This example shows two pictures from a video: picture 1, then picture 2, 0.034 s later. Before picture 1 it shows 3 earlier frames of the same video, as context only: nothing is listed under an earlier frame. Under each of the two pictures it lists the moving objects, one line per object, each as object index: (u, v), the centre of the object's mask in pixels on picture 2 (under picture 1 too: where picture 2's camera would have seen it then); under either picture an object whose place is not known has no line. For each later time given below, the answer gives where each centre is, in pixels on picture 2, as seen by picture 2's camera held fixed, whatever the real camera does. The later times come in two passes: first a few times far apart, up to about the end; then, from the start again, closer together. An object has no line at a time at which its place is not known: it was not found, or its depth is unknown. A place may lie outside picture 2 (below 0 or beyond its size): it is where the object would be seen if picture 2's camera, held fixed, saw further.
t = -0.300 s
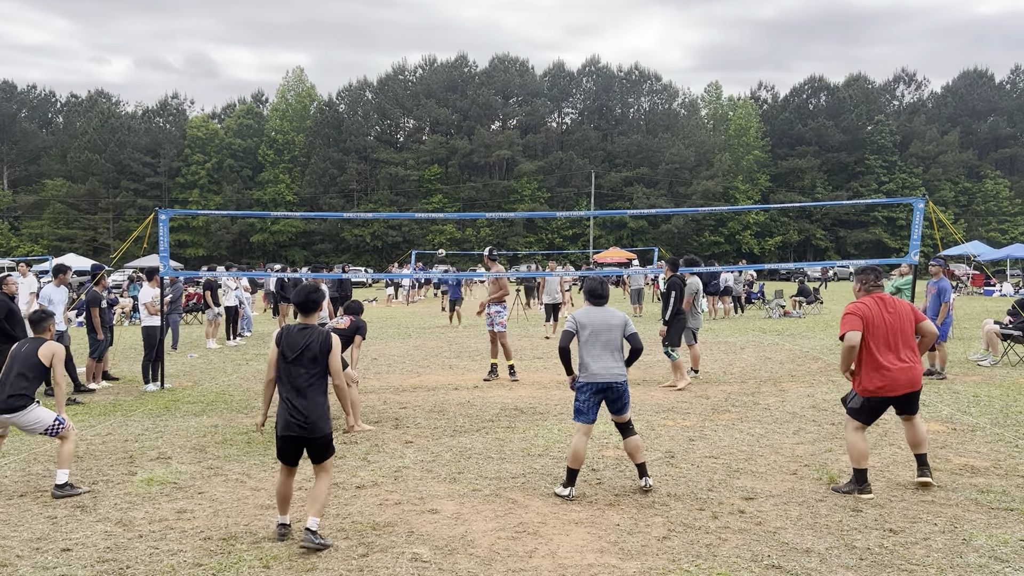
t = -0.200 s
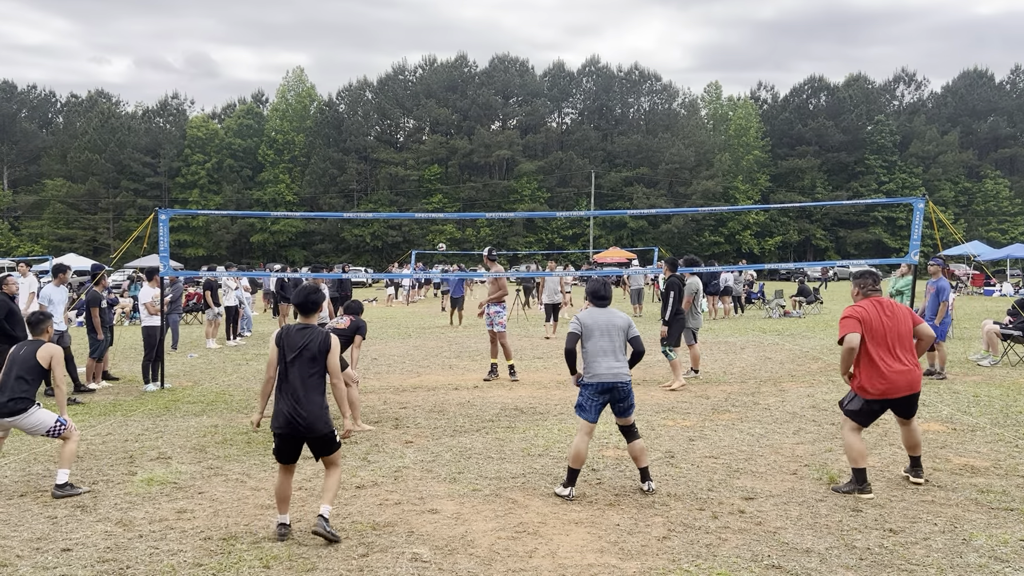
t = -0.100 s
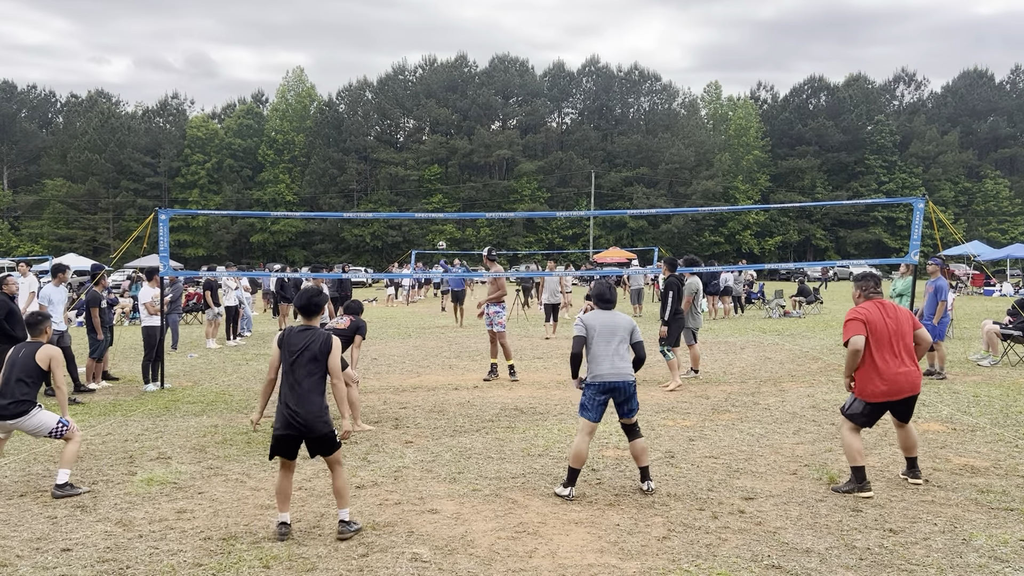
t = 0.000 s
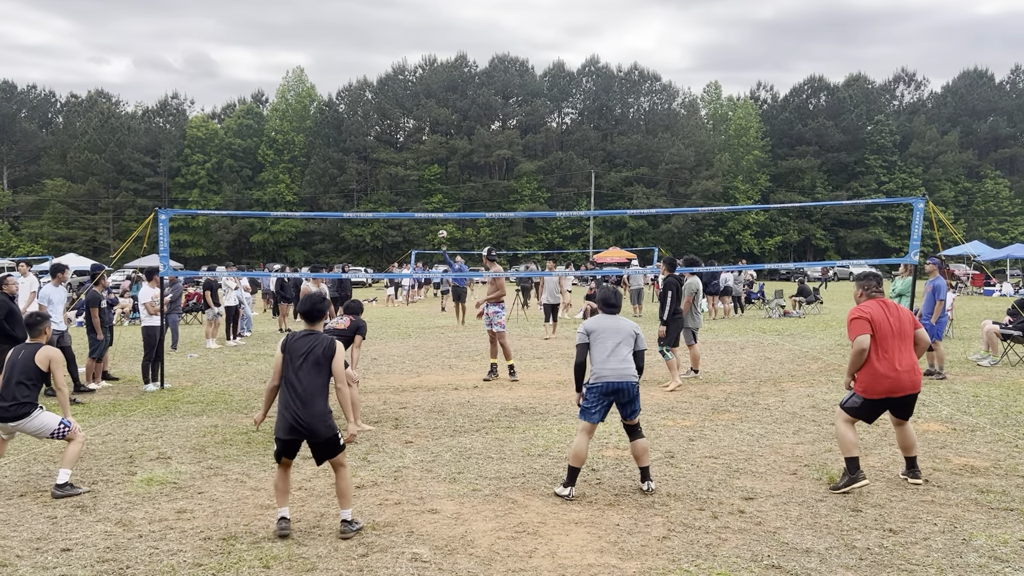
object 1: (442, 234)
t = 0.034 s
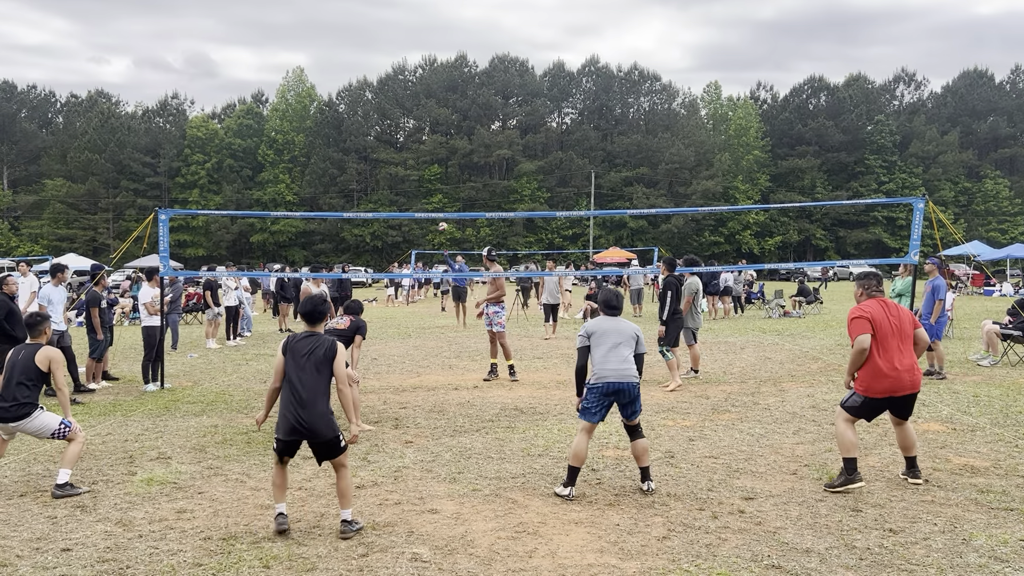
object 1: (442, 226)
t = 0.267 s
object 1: (444, 178)
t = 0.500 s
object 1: (440, 141)
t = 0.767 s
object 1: (421, 133)
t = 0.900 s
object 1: (405, 157)
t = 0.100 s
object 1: (443, 210)
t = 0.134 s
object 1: (444, 205)
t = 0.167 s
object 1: (444, 198)
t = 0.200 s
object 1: (444, 191)
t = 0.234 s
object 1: (444, 185)
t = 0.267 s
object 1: (444, 178)
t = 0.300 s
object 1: (444, 172)
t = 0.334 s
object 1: (443, 166)
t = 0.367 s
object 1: (443, 160)
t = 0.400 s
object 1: (442, 155)
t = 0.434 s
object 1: (442, 150)
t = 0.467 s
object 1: (441, 145)
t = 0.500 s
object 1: (440, 141)
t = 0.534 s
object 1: (438, 137)
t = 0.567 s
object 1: (437, 134)
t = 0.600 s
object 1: (435, 132)
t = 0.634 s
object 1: (433, 130)
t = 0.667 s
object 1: (430, 129)
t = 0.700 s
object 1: (428, 129)
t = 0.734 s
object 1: (425, 131)
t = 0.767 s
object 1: (421, 133)
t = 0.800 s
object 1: (417, 136)
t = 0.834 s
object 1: (413, 142)
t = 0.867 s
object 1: (409, 149)
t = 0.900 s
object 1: (405, 157)
